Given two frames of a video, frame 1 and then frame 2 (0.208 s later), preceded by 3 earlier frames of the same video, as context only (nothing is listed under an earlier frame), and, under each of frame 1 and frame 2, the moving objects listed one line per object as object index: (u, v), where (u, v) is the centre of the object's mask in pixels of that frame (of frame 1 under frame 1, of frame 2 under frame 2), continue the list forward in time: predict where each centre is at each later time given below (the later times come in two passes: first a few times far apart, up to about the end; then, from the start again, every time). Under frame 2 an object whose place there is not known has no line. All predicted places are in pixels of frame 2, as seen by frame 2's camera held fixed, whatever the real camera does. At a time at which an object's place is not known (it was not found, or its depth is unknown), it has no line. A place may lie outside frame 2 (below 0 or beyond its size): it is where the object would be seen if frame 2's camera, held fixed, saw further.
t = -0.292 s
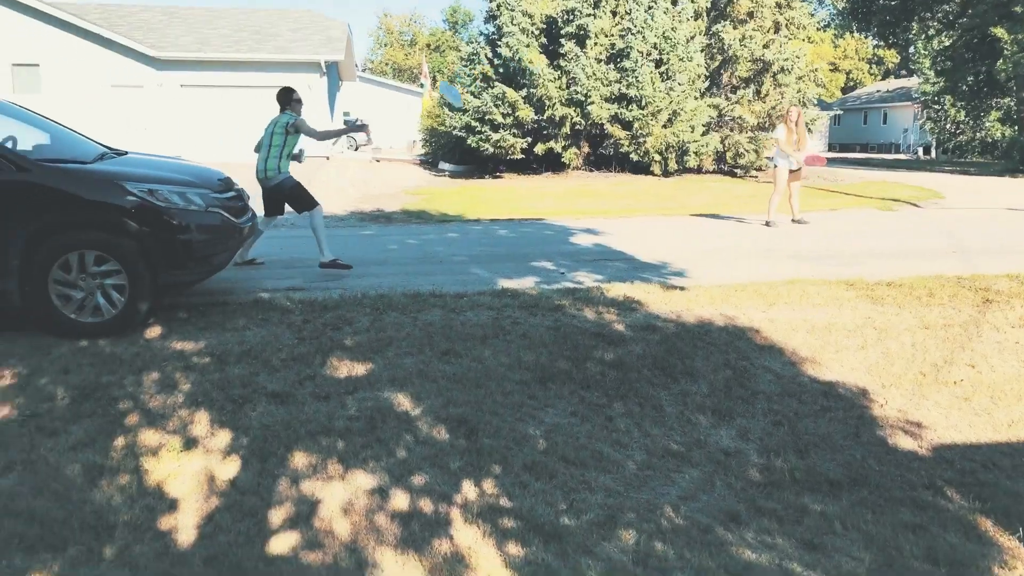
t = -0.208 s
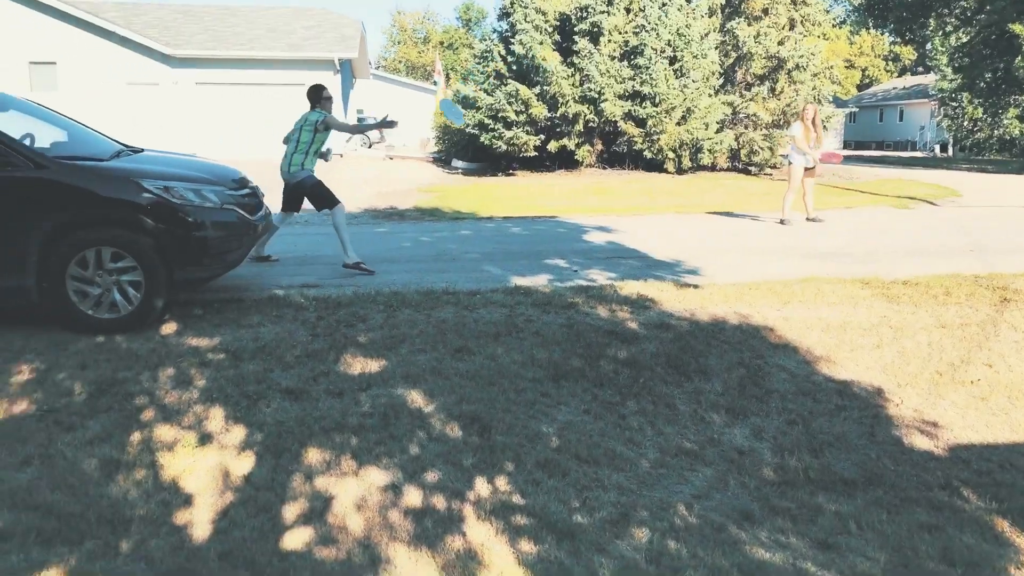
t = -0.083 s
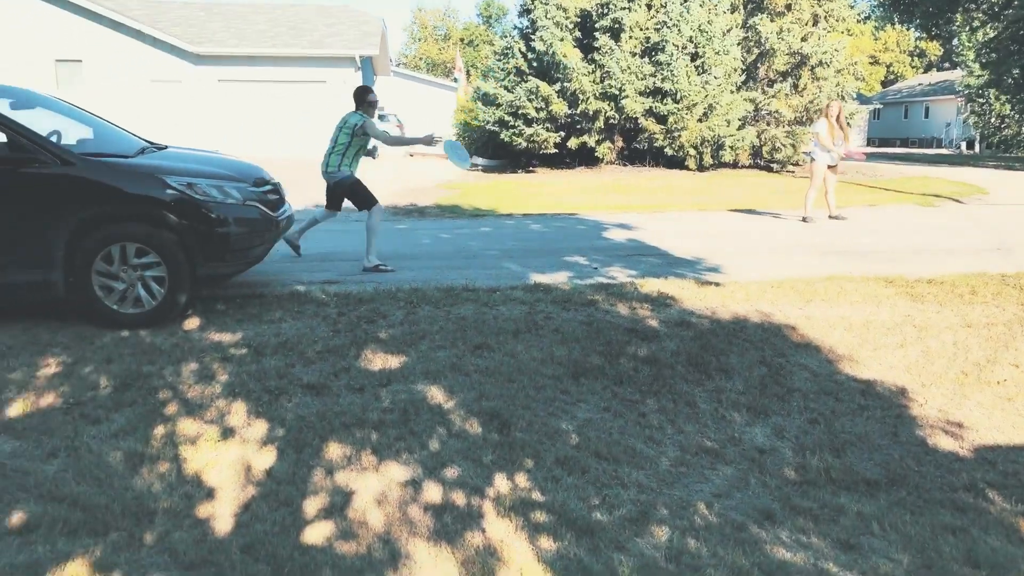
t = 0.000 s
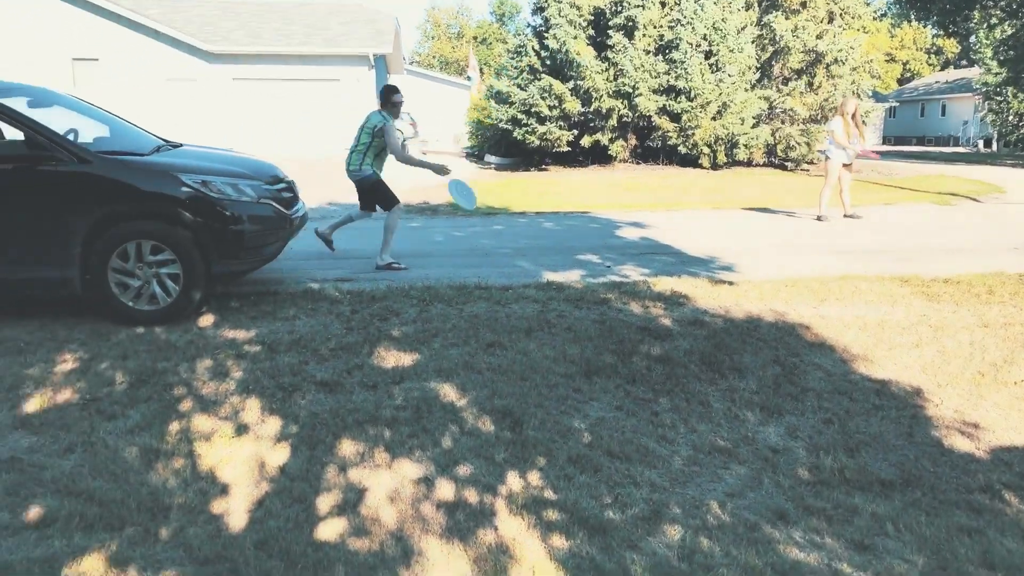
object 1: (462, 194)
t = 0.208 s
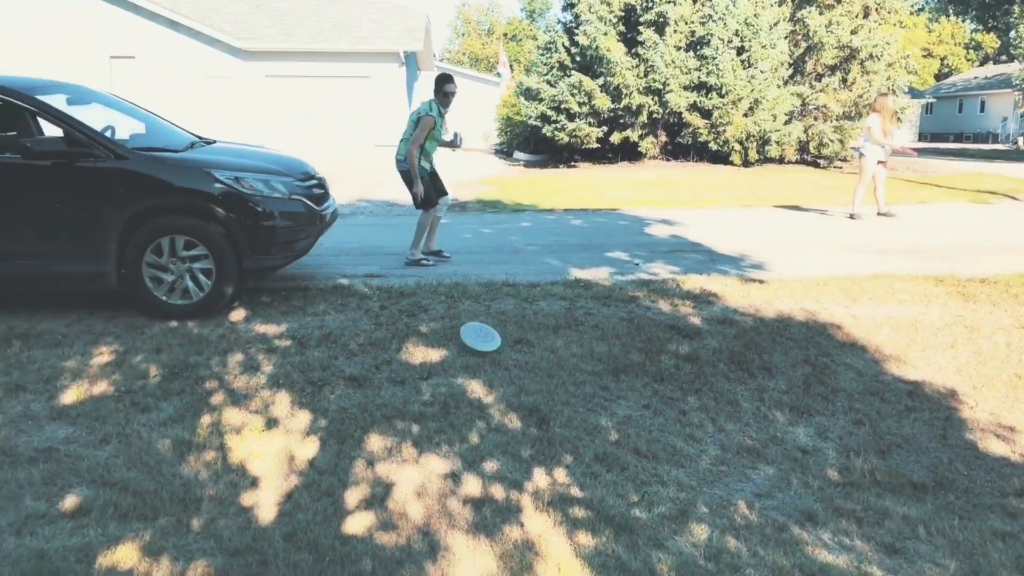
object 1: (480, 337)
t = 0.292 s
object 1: (466, 359)
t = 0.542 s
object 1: (439, 397)
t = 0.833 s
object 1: (452, 474)
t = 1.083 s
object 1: (516, 526)
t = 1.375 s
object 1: (632, 553)
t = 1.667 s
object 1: (742, 553)
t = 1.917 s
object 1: (793, 544)
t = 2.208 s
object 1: (773, 516)
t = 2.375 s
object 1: (746, 526)
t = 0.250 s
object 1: (475, 351)
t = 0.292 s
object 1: (466, 359)
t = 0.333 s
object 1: (458, 368)
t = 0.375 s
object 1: (452, 374)
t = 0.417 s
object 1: (449, 375)
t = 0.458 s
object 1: (445, 379)
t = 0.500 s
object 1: (442, 386)
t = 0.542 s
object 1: (439, 397)
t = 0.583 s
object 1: (437, 410)
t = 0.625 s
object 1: (434, 427)
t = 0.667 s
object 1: (434, 439)
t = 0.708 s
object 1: (437, 448)
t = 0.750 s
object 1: (441, 458)
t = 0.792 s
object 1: (444, 469)
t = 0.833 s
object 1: (452, 474)
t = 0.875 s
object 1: (460, 481)
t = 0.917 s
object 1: (470, 492)
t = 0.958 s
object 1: (479, 504)
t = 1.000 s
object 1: (488, 516)
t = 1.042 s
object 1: (501, 523)
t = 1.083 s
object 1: (516, 526)
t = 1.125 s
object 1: (531, 531)
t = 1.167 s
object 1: (546, 539)
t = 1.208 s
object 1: (563, 547)
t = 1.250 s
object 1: (579, 552)
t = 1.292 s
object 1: (597, 553)
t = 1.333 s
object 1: (614, 554)
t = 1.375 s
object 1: (632, 553)
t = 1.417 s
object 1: (650, 553)
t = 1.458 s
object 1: (667, 553)
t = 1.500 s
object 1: (684, 554)
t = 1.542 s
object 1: (700, 556)
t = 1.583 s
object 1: (715, 556)
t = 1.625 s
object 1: (729, 554)
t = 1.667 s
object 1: (742, 553)
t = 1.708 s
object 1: (755, 553)
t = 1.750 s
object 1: (767, 552)
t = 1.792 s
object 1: (775, 549)
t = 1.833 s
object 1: (781, 546)
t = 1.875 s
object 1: (788, 544)
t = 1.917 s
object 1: (793, 544)
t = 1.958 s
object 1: (797, 542)
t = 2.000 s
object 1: (799, 539)
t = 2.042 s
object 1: (797, 533)
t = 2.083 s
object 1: (792, 527)
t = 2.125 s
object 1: (786, 522)
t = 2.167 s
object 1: (780, 518)
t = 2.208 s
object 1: (773, 516)
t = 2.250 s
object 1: (765, 515)
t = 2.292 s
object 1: (758, 517)
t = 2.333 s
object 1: (751, 520)
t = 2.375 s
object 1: (746, 526)
